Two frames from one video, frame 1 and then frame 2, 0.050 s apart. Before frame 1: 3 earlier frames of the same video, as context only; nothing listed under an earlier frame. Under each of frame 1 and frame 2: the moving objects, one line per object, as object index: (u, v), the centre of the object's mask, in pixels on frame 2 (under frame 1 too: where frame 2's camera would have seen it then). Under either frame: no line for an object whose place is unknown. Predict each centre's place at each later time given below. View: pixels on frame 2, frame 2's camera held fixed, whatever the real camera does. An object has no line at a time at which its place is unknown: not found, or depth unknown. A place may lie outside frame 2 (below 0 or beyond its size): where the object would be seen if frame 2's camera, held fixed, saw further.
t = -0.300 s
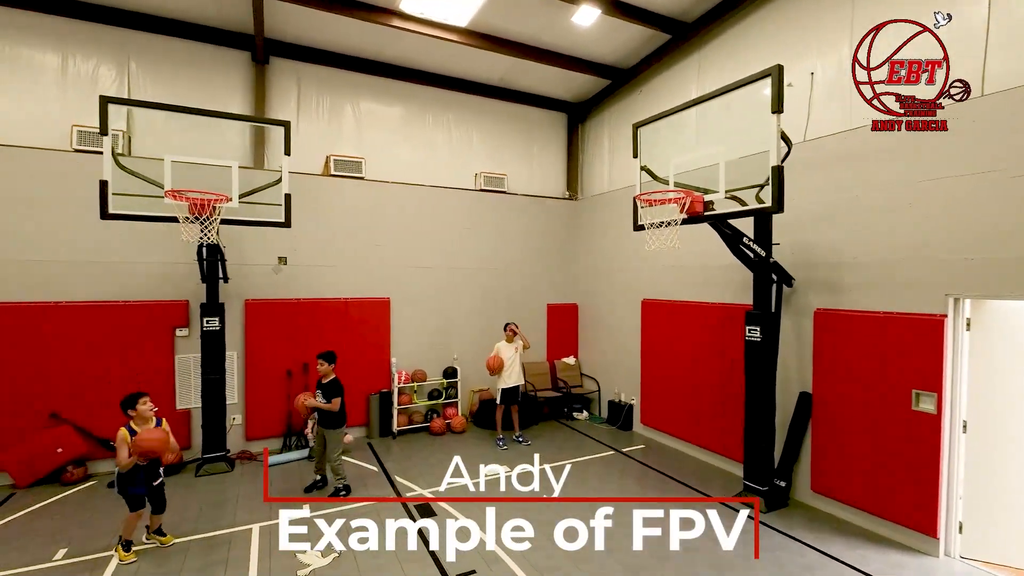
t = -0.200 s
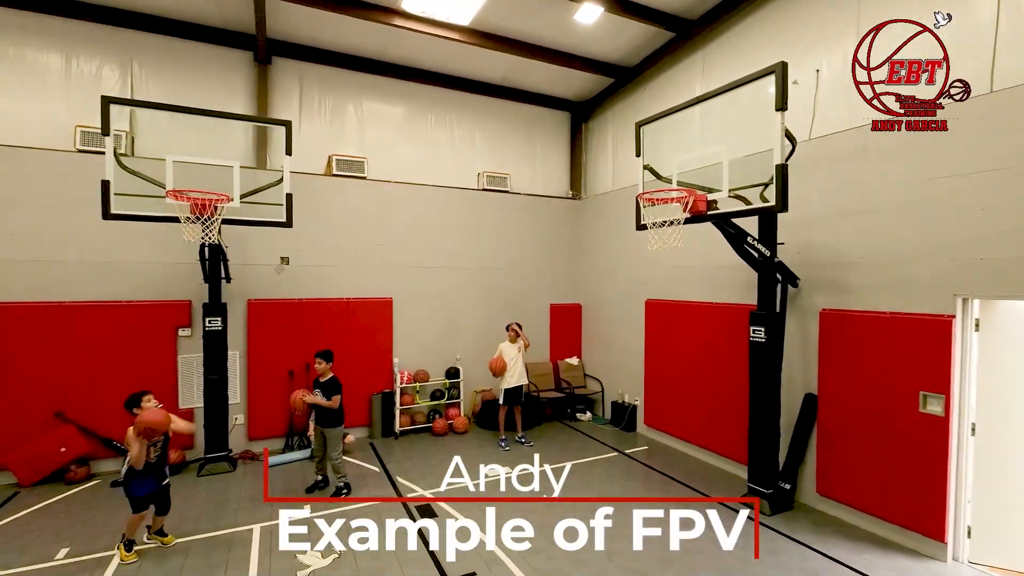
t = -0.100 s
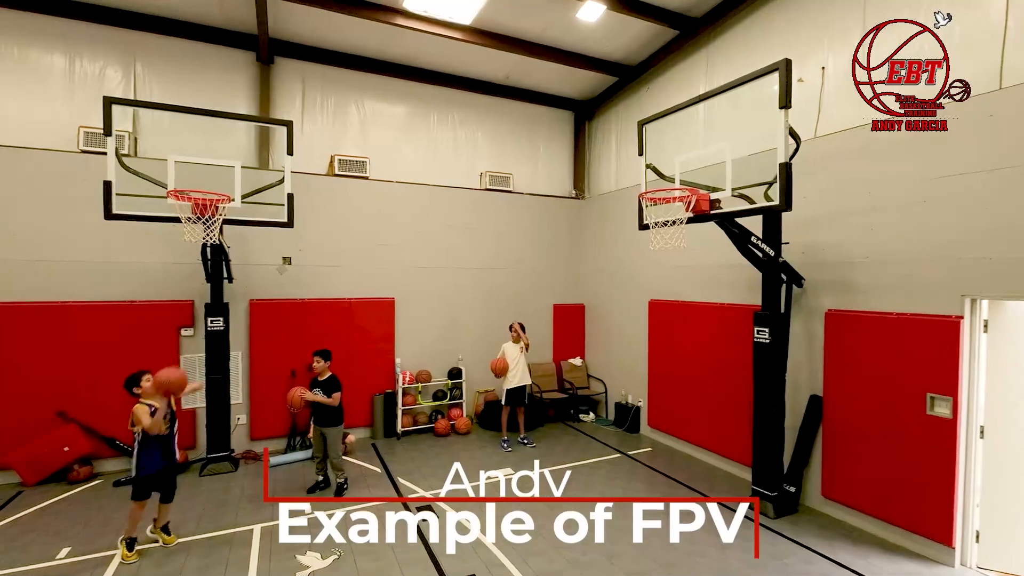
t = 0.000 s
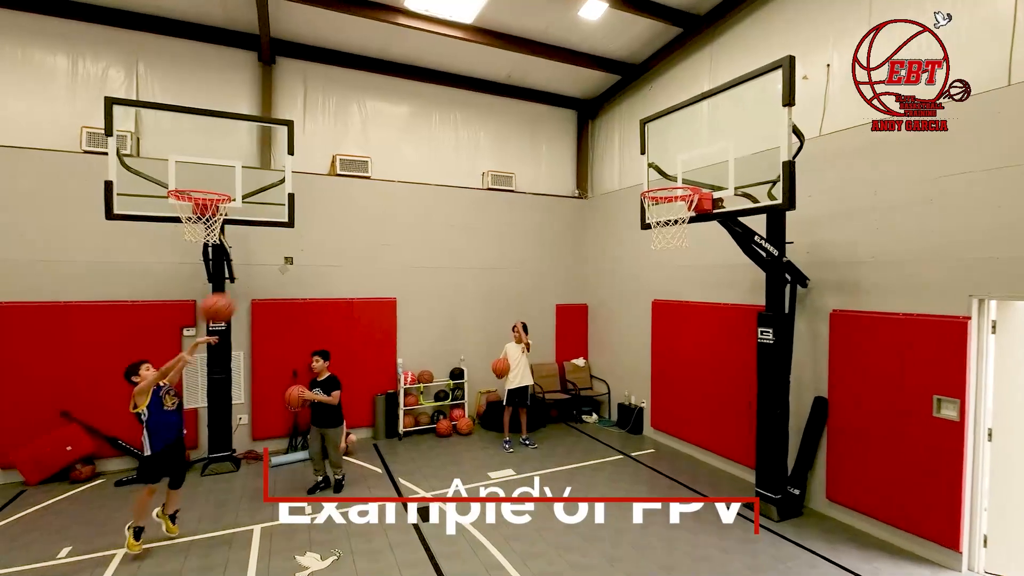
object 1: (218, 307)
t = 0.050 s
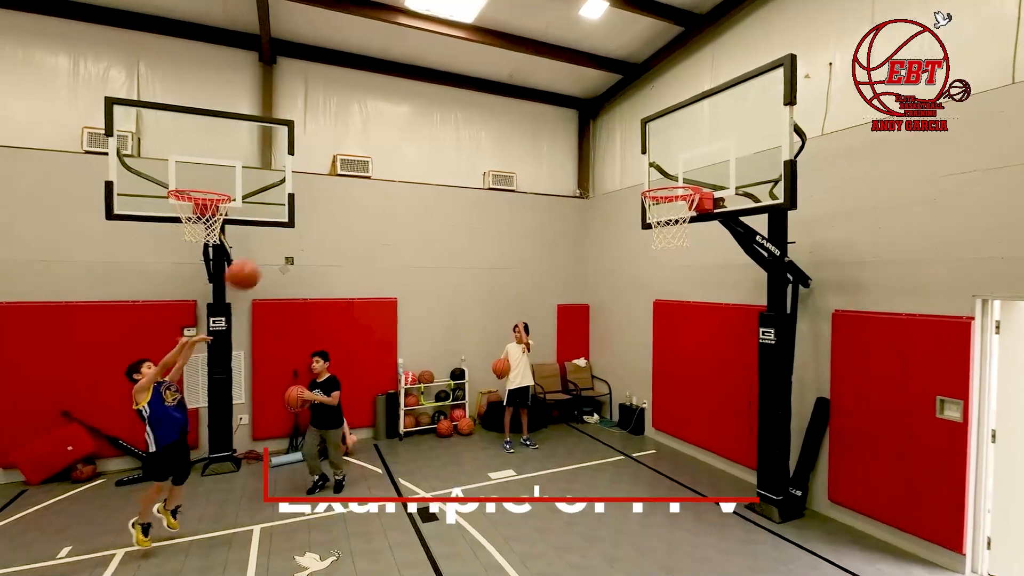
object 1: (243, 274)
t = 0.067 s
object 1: (252, 263)
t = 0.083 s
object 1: (260, 254)
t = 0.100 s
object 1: (269, 244)
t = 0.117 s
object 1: (278, 235)
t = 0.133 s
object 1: (286, 225)
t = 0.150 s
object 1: (295, 217)
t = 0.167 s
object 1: (304, 208)
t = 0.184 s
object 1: (311, 200)
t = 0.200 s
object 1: (319, 193)
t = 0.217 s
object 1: (328, 185)
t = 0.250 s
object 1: (344, 172)
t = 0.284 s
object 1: (359, 159)
